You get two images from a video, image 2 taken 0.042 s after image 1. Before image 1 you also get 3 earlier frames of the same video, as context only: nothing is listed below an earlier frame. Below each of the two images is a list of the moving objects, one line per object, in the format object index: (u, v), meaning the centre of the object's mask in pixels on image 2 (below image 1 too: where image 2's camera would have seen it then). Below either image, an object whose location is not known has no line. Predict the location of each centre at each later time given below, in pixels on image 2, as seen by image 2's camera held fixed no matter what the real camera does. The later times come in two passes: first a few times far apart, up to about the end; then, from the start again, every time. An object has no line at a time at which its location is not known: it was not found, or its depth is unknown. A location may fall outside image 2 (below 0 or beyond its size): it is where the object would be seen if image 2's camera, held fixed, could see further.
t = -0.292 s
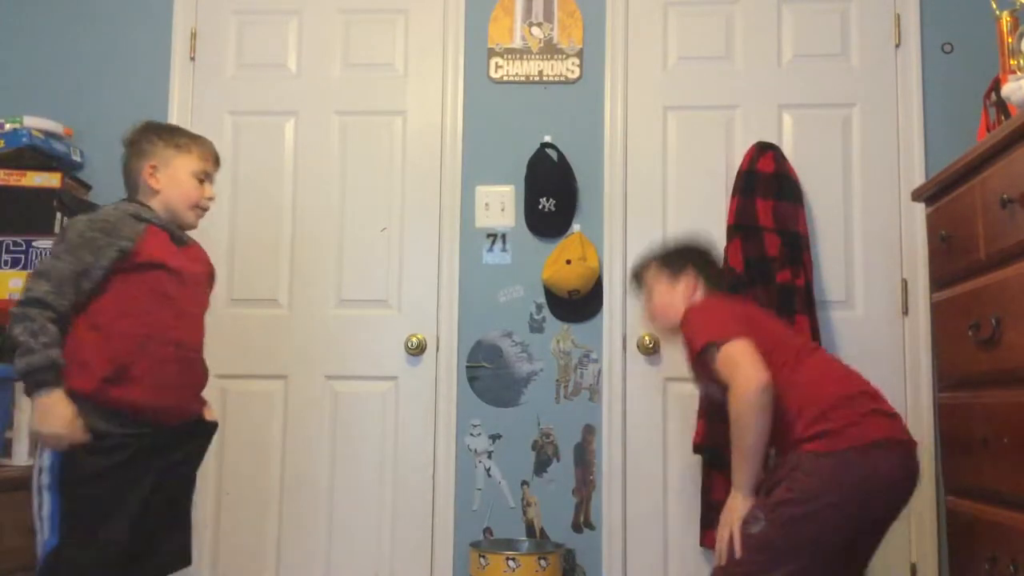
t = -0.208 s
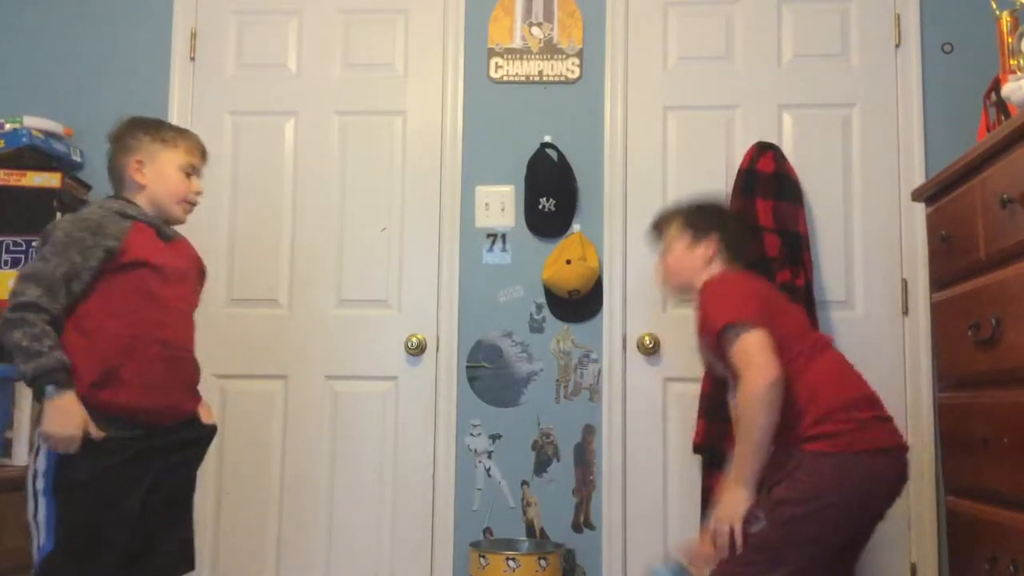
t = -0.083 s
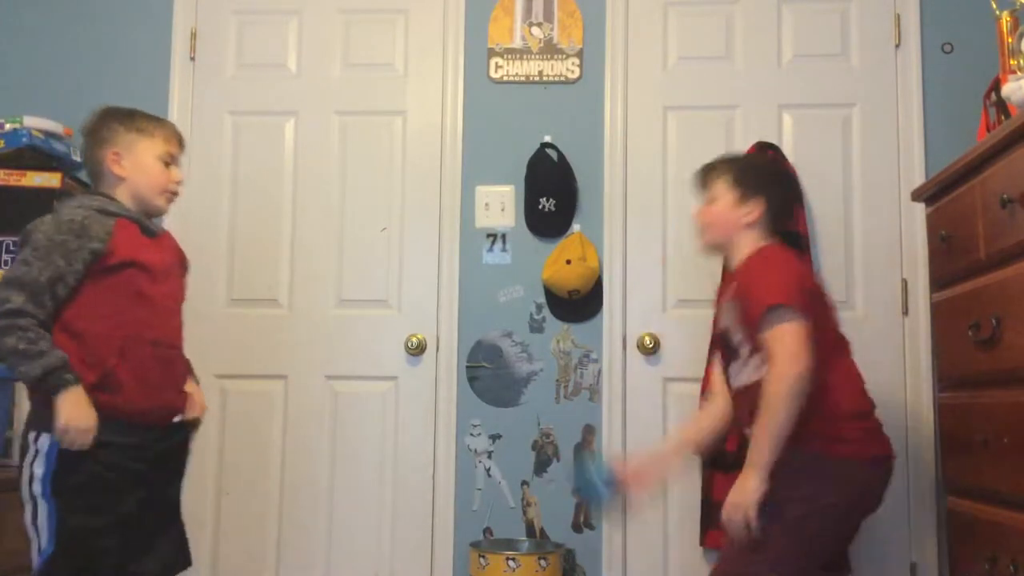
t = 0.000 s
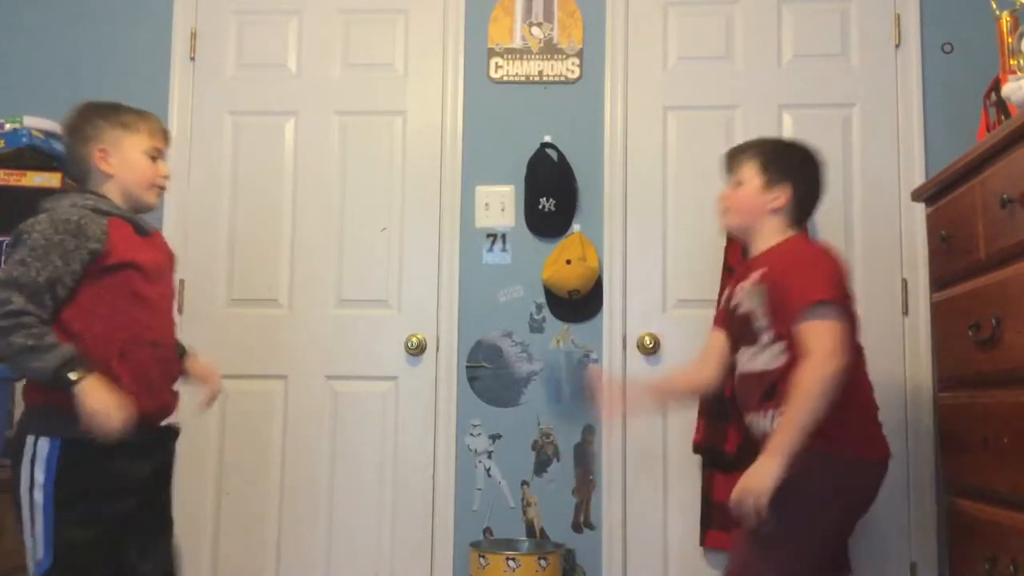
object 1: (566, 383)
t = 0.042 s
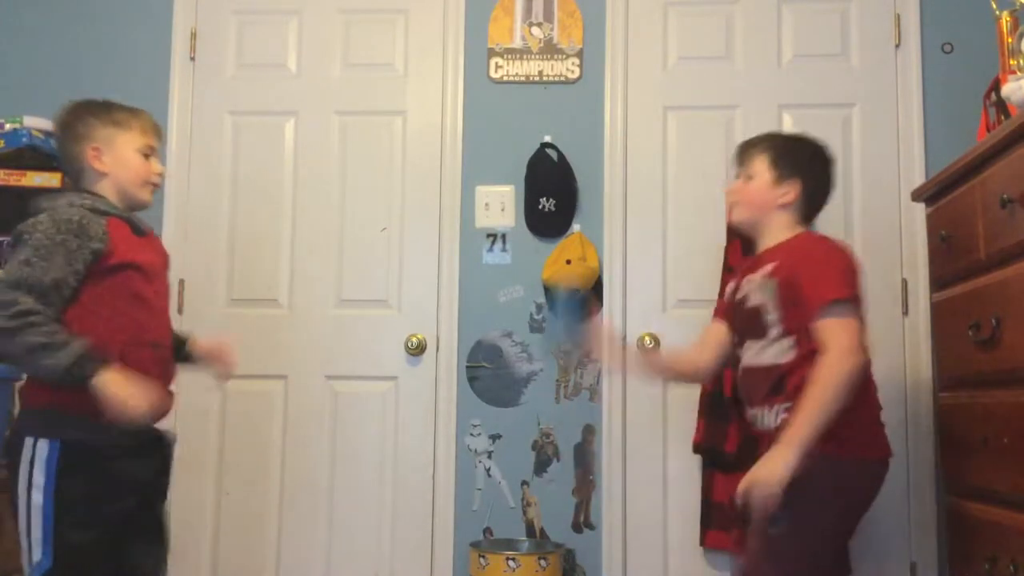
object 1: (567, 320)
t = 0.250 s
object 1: (590, 102)
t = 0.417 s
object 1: (613, 64)
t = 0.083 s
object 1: (571, 268)
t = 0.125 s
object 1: (573, 206)
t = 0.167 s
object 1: (579, 171)
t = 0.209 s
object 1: (584, 129)
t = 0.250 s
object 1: (590, 102)
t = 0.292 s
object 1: (597, 82)
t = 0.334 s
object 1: (602, 69)
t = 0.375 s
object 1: (607, 63)
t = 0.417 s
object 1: (613, 64)
